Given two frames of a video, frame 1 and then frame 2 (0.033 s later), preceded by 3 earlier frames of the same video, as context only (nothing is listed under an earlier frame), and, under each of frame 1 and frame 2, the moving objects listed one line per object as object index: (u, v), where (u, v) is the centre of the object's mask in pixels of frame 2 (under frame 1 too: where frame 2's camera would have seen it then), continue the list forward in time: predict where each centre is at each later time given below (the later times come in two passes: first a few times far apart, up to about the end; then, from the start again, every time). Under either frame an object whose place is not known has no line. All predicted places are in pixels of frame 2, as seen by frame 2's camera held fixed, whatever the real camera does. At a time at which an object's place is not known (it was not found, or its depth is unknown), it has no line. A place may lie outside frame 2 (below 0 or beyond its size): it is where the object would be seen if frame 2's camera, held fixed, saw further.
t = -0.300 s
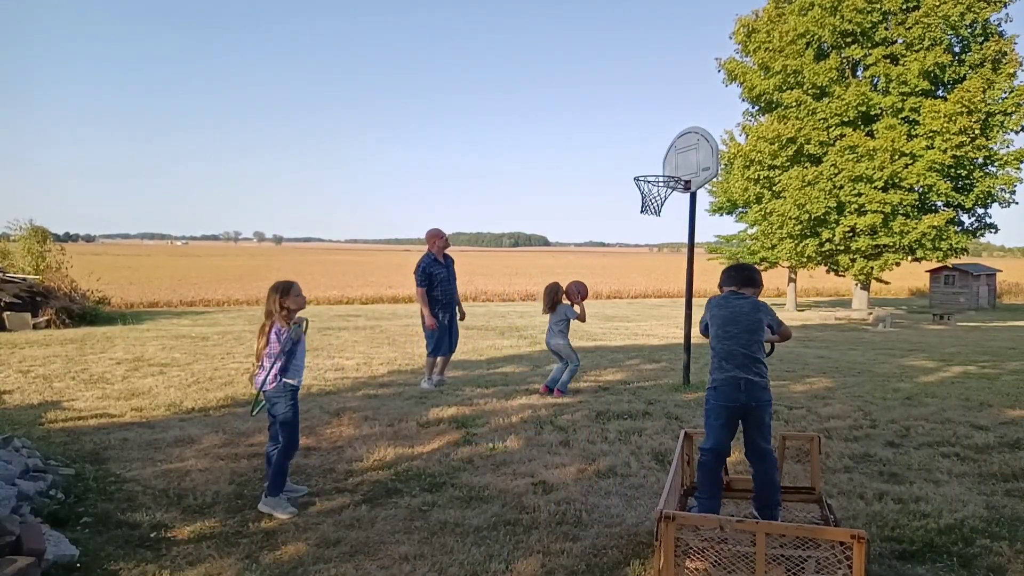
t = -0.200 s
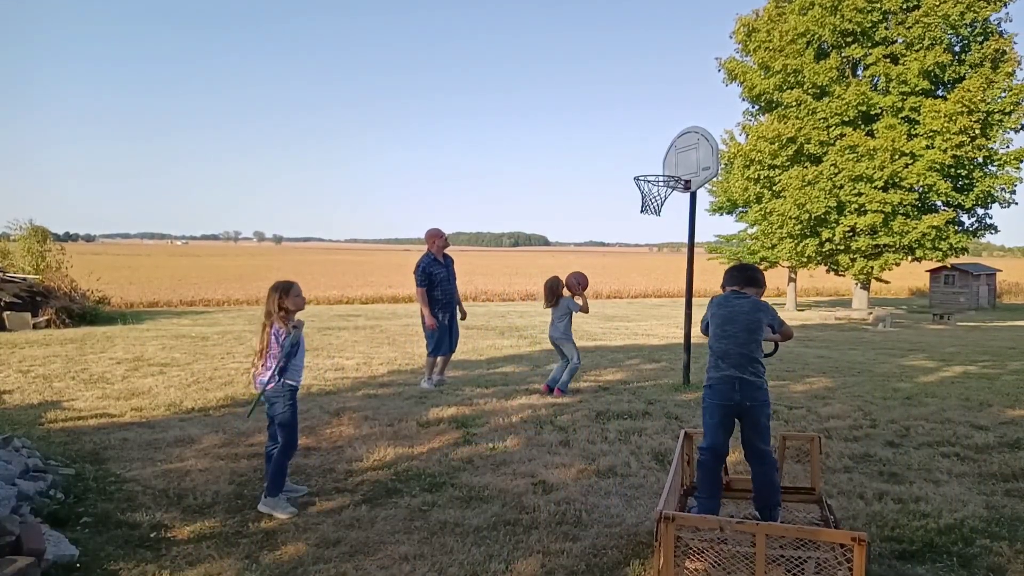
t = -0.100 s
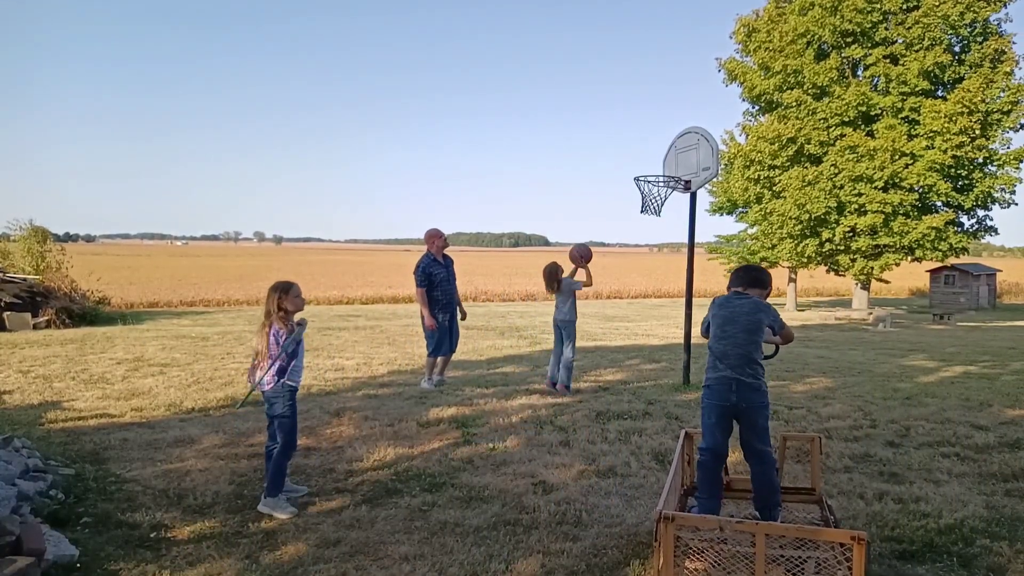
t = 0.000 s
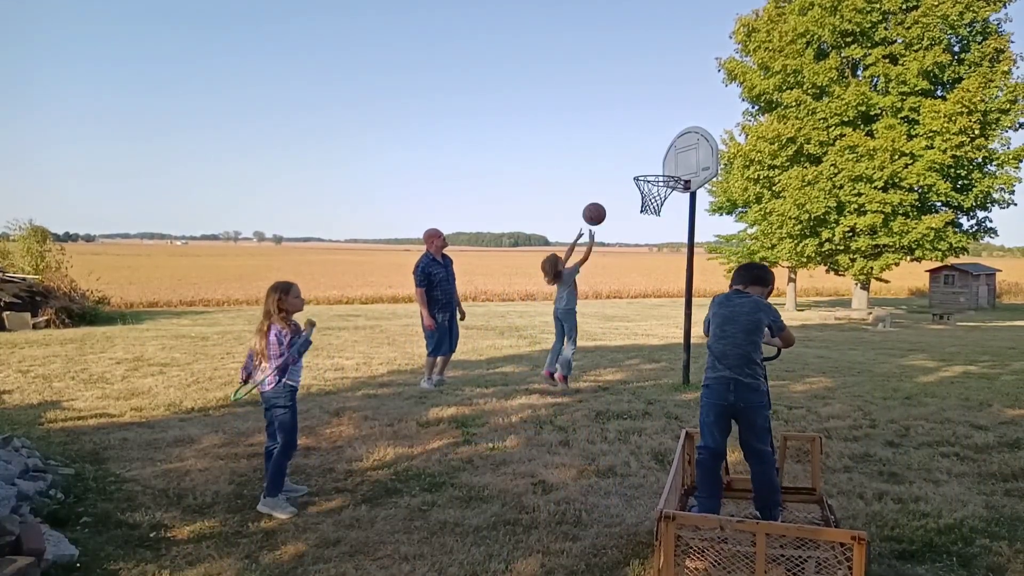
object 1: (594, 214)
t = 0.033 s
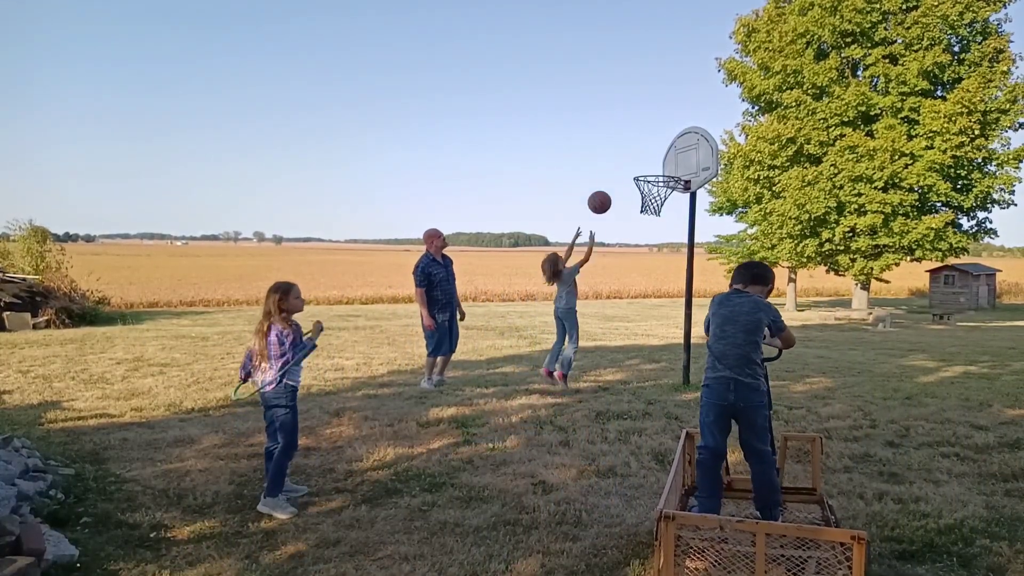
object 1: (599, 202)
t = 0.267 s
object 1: (634, 149)
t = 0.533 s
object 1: (672, 155)
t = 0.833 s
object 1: (673, 161)
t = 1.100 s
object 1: (654, 175)
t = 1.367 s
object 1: (652, 208)
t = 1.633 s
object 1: (645, 226)
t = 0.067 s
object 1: (604, 191)
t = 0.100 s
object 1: (610, 181)
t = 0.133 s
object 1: (615, 173)
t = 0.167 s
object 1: (620, 165)
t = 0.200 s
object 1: (625, 159)
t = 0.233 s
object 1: (630, 153)
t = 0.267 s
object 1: (634, 149)
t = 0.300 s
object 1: (639, 146)
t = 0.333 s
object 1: (644, 144)
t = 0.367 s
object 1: (649, 143)
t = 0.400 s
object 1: (653, 143)
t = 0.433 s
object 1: (658, 144)
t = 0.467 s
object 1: (663, 147)
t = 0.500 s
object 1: (667, 150)
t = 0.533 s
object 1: (672, 155)
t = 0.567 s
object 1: (676, 160)
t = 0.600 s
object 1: (681, 167)
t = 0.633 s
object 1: (684, 166)
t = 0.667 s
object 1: (685, 162)
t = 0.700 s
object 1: (682, 160)
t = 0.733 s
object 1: (680, 158)
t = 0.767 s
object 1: (678, 158)
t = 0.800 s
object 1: (675, 159)
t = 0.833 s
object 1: (673, 161)
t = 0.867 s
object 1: (671, 163)
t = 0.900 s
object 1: (669, 167)
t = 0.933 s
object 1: (666, 166)
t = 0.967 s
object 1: (664, 165)
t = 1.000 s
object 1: (661, 166)
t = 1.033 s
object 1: (659, 168)
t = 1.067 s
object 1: (657, 171)
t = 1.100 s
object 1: (654, 175)
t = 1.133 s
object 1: (652, 180)
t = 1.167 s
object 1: (650, 186)
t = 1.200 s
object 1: (647, 192)
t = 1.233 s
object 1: (647, 198)
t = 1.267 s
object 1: (648, 201)
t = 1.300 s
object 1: (649, 205)
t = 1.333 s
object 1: (651, 207)
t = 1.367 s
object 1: (652, 208)
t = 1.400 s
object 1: (651, 208)
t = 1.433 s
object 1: (651, 208)
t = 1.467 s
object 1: (650, 209)
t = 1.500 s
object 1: (649, 211)
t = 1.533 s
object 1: (648, 213)
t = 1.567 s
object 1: (647, 216)
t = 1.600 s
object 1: (646, 221)
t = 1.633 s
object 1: (645, 226)
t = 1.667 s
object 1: (644, 232)
